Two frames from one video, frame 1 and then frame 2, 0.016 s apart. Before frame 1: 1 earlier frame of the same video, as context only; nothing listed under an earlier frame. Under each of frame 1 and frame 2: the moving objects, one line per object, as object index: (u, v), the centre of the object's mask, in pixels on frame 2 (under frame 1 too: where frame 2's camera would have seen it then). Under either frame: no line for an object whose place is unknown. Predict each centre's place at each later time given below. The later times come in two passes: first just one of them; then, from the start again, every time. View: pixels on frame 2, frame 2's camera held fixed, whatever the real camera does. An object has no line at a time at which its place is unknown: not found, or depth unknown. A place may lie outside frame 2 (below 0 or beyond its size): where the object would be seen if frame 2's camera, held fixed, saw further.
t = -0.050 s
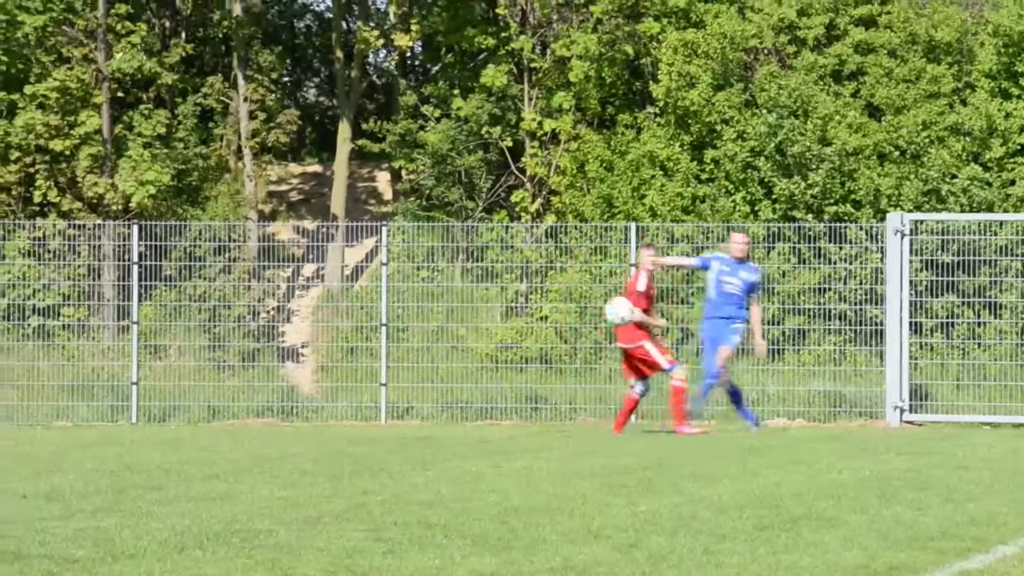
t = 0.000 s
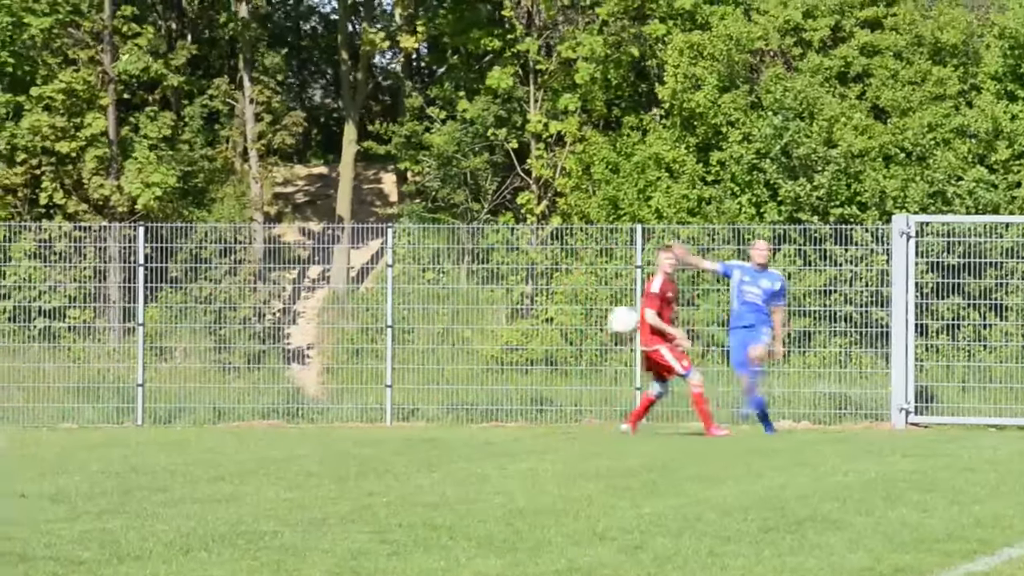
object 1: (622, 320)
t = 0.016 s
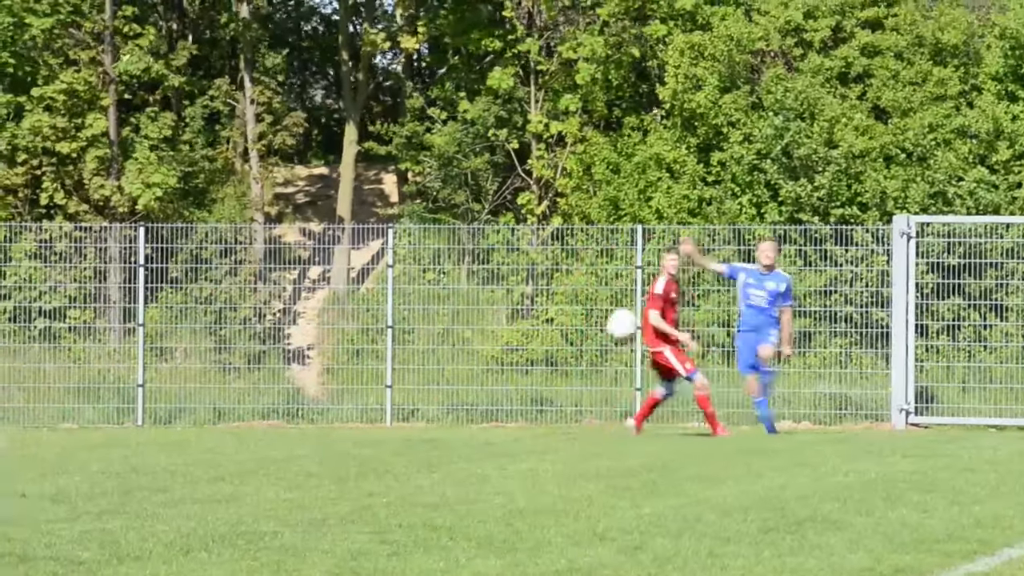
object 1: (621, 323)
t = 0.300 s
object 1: (582, 446)
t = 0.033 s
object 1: (621, 327)
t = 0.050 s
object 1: (620, 331)
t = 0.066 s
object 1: (618, 337)
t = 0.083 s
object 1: (617, 341)
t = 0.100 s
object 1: (615, 347)
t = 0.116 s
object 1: (613, 354)
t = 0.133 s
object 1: (611, 359)
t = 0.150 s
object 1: (608, 366)
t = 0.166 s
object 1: (606, 372)
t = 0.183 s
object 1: (604, 379)
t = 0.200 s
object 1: (601, 388)
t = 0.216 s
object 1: (598, 396)
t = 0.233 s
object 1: (596, 405)
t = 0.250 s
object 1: (593, 415)
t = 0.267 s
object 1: (590, 425)
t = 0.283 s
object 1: (586, 436)
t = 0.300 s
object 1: (582, 446)
